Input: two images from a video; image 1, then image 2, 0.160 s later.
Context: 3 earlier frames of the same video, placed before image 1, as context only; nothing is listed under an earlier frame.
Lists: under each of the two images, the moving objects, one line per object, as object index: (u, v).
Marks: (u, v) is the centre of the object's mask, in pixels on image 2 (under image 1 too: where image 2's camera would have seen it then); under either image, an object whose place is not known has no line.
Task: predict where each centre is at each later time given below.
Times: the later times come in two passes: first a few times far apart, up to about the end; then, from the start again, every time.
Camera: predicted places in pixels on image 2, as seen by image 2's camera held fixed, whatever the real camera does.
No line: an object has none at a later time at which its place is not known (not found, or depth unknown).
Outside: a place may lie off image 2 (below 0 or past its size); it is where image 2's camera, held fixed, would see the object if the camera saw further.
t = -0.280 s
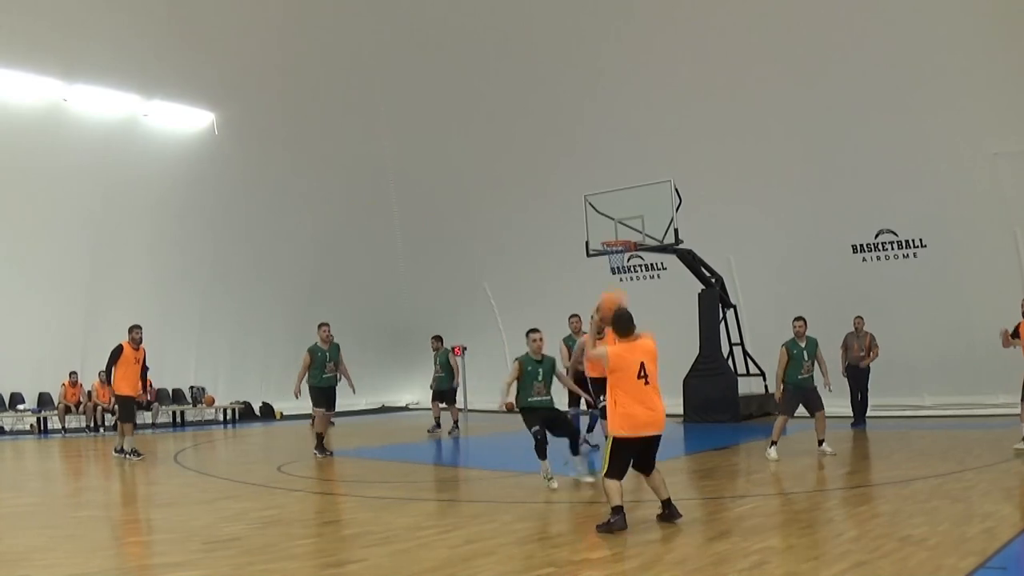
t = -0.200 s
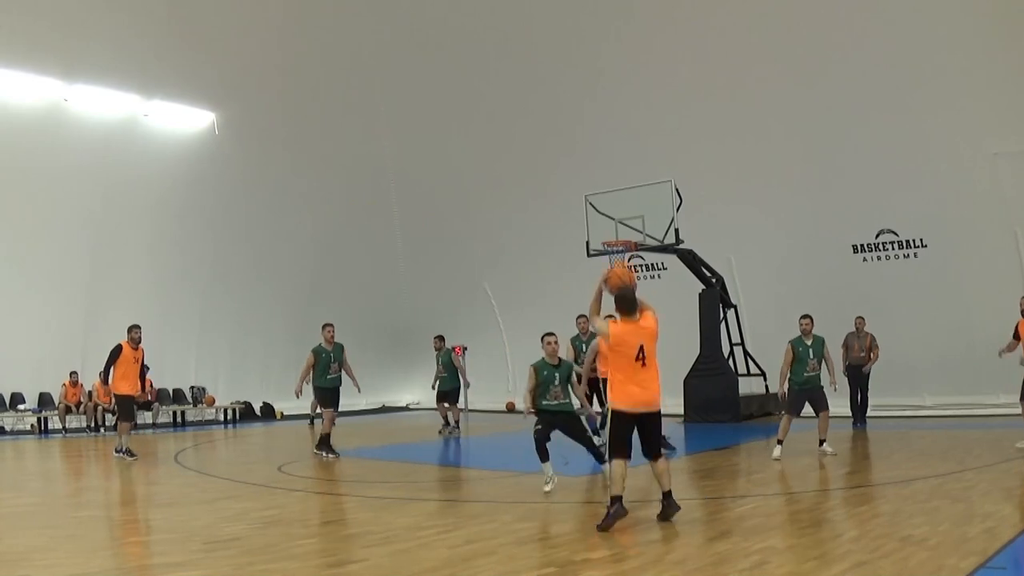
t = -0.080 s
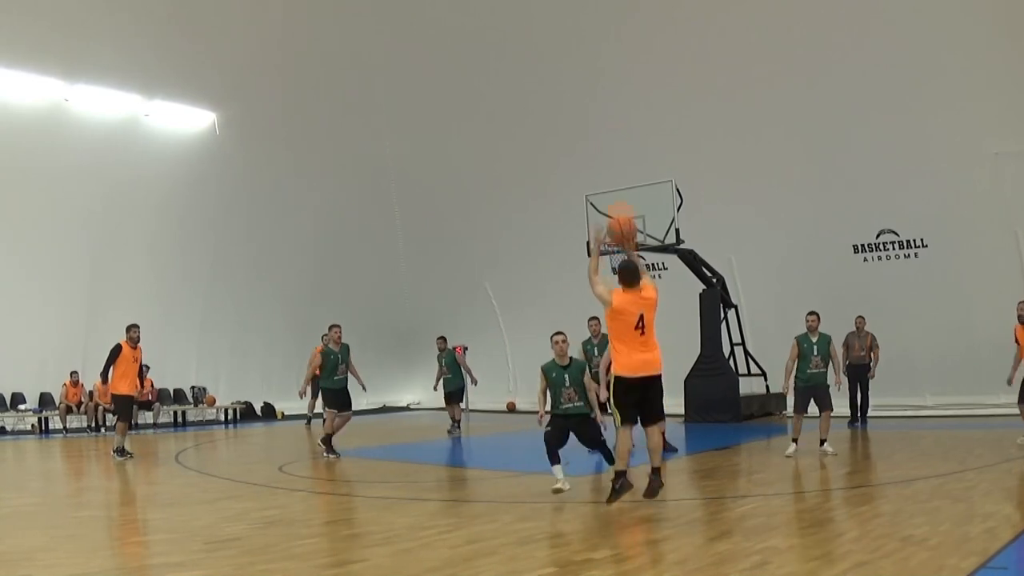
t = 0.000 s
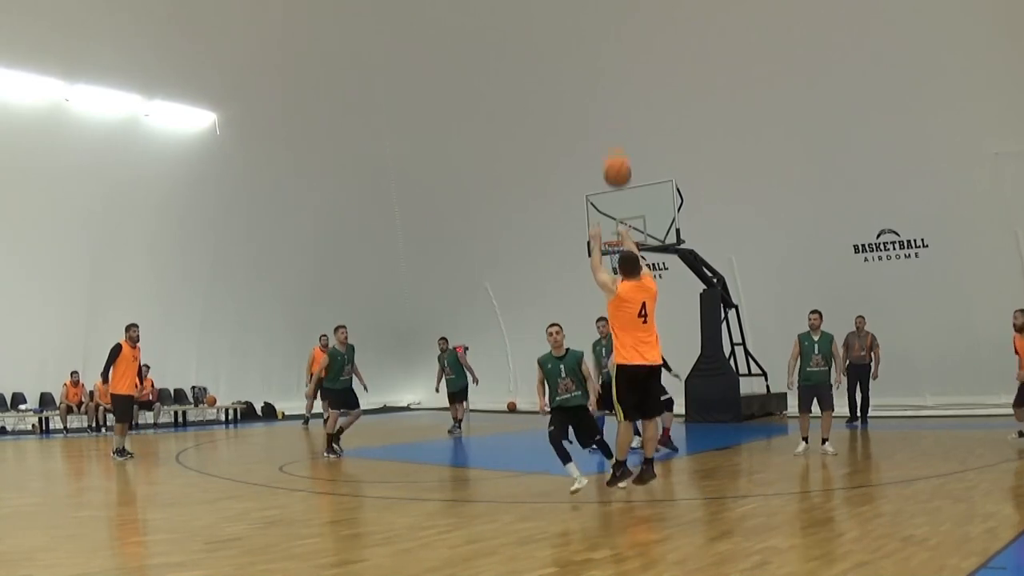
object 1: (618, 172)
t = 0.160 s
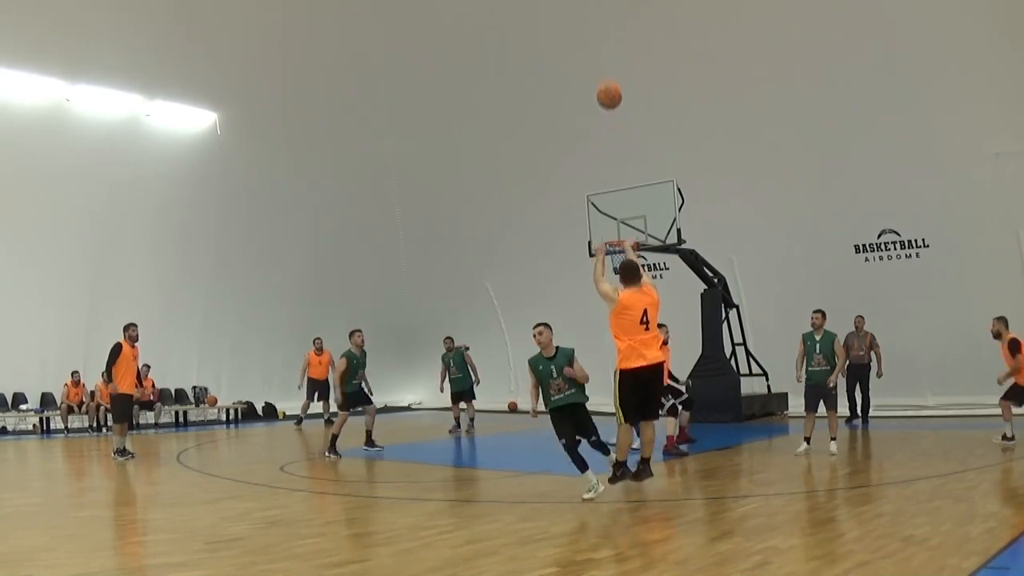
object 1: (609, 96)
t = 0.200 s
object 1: (607, 83)
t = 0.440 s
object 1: (601, 47)
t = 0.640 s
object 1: (598, 55)
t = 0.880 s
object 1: (596, 97)
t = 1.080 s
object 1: (595, 154)
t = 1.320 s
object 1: (595, 243)
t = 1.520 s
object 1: (594, 331)
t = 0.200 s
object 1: (607, 83)
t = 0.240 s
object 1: (606, 72)
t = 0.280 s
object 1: (605, 64)
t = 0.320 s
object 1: (604, 58)
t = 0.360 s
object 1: (602, 52)
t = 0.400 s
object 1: (602, 49)
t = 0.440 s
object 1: (601, 47)
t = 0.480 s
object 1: (600, 46)
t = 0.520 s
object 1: (600, 47)
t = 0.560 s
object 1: (599, 48)
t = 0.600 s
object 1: (598, 51)
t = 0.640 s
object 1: (598, 55)
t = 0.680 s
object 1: (597, 60)
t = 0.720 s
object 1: (597, 66)
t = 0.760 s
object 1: (597, 72)
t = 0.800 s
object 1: (596, 80)
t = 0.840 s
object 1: (596, 88)
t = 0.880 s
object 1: (596, 97)
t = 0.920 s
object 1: (595, 107)
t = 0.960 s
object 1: (595, 117)
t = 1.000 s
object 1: (595, 129)
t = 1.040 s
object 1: (595, 141)
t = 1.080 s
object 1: (595, 154)
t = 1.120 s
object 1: (595, 167)
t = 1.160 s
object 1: (595, 181)
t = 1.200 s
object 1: (595, 196)
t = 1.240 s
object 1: (595, 211)
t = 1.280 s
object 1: (595, 227)
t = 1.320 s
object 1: (595, 243)
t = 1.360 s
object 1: (595, 260)
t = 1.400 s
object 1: (594, 276)
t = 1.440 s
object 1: (595, 294)
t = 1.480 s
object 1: (594, 312)
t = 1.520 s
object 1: (594, 331)
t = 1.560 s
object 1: (594, 350)
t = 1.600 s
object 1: (594, 369)
